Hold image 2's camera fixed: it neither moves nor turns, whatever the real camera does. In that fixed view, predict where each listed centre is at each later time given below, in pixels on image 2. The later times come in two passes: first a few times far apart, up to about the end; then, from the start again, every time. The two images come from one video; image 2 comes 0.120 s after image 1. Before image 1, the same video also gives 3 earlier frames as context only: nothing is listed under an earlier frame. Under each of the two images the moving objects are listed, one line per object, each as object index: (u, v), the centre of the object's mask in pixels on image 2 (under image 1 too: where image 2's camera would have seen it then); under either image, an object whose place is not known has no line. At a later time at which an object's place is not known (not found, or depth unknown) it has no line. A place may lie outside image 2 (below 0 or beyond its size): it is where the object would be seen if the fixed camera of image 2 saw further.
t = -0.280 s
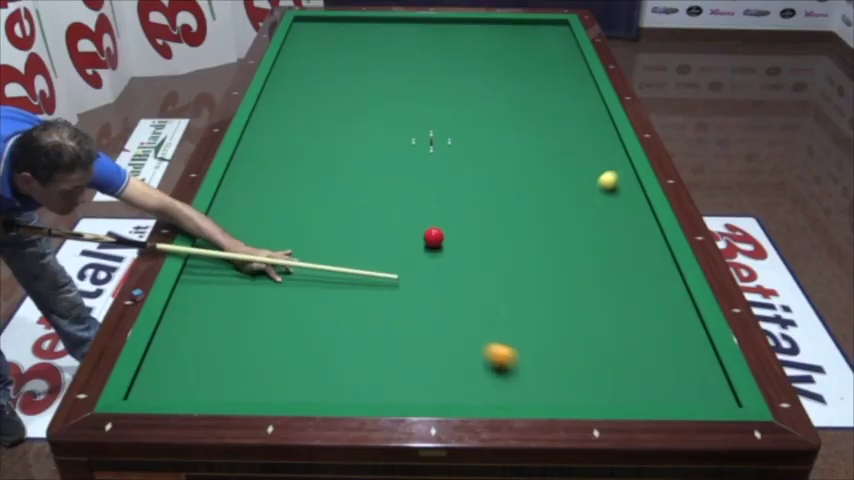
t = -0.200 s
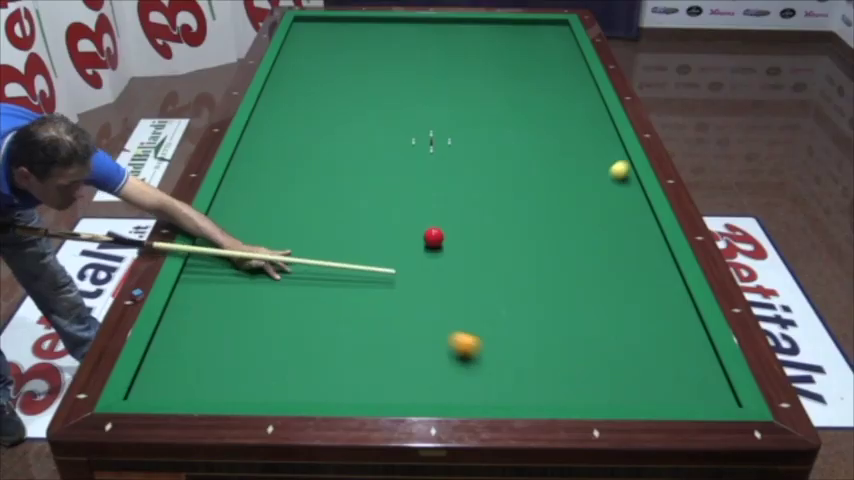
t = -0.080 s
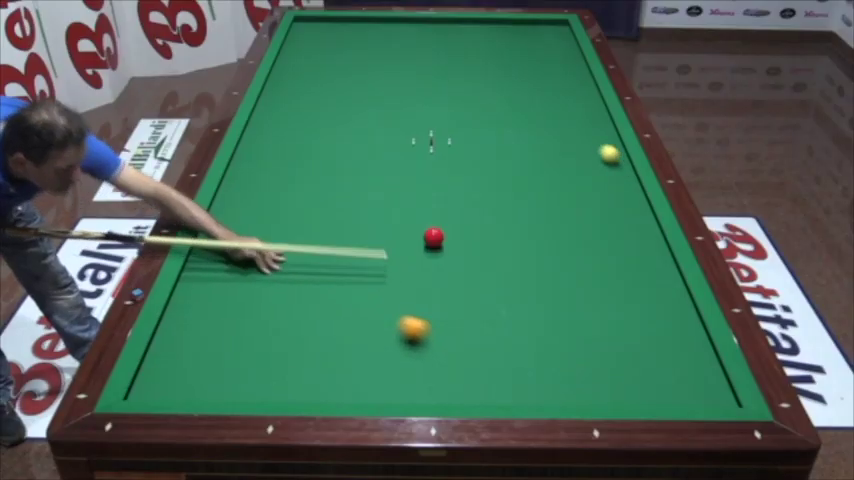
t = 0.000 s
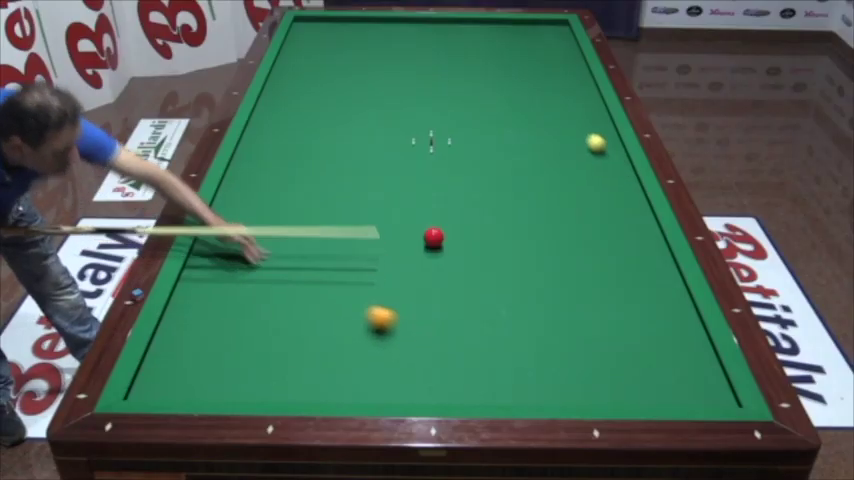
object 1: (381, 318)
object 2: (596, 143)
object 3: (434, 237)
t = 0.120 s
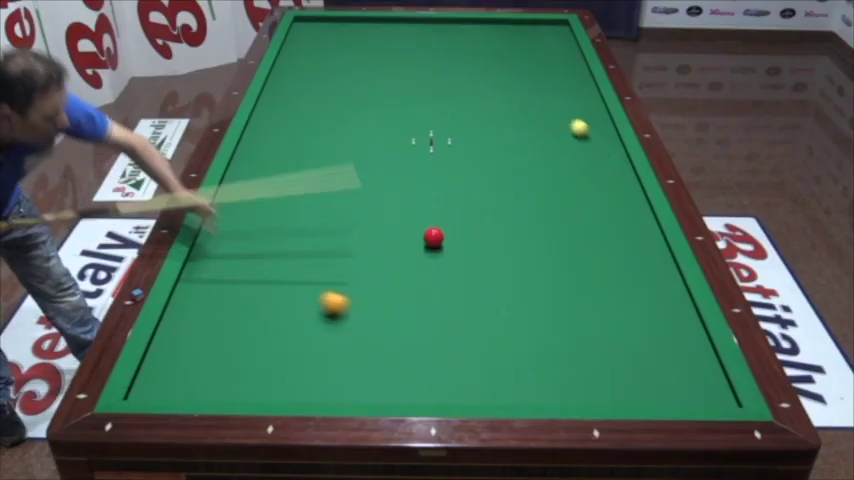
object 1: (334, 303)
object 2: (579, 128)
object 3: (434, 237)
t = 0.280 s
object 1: (275, 285)
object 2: (559, 110)
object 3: (434, 237)
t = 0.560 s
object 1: (208, 254)
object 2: (528, 82)
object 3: (434, 237)
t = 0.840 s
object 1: (282, 221)
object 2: (500, 57)
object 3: (434, 237)
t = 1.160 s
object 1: (344, 188)
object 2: (474, 33)
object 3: (434, 237)
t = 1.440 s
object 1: (391, 164)
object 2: (452, 22)
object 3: (434, 237)
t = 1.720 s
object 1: (433, 143)
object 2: (422, 33)
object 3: (434, 237)
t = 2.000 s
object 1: (471, 123)
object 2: (391, 42)
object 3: (434, 237)
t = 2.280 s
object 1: (504, 107)
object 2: (358, 53)
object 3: (434, 237)
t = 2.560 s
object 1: (534, 92)
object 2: (324, 64)
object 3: (434, 237)
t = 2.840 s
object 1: (561, 78)
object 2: (288, 75)
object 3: (434, 237)
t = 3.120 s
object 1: (579, 66)
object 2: (281, 87)
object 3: (434, 237)
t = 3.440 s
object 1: (558, 55)
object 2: (297, 101)
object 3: (434, 237)
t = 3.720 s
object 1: (543, 47)
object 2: (312, 114)
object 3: (434, 237)
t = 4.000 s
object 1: (529, 39)
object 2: (327, 128)
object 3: (434, 237)
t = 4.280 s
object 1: (515, 32)
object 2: (343, 143)
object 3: (434, 237)
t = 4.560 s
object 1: (502, 26)
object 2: (360, 157)
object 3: (434, 237)
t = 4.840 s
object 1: (492, 21)
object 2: (377, 173)
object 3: (434, 237)
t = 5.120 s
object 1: (487, 24)
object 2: (395, 189)
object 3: (434, 237)
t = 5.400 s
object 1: (483, 27)
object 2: (414, 206)
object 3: (434, 237)
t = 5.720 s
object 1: (477, 30)
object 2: (437, 223)
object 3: (433, 238)
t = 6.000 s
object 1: (473, 32)
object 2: (460, 232)
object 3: (430, 249)
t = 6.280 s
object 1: (469, 35)
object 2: (483, 238)
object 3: (427, 259)
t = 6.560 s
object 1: (465, 37)
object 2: (505, 243)
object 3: (424, 270)
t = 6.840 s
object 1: (461, 39)
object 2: (527, 249)
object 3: (422, 279)
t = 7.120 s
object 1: (458, 41)
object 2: (547, 254)
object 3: (419, 289)
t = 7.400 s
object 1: (456, 43)
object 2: (567, 259)
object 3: (417, 299)
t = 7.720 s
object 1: (453, 45)
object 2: (589, 265)
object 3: (414, 308)
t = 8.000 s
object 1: (451, 46)
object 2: (607, 270)
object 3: (413, 316)
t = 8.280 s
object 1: (448, 48)
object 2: (624, 274)
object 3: (412, 324)
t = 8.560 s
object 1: (447, 49)
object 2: (640, 278)
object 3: (410, 332)
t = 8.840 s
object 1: (446, 49)
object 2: (656, 282)
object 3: (409, 338)
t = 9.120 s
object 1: (446, 50)
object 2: (670, 286)
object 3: (409, 344)
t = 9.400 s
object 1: (445, 51)
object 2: (675, 289)
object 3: (408, 349)
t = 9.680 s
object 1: (445, 51)
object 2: (670, 291)
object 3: (408, 353)
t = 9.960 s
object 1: (445, 51)
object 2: (666, 292)
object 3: (407, 356)
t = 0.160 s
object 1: (319, 298)
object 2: (574, 123)
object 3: (434, 237)
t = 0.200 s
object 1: (304, 294)
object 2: (569, 118)
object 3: (434, 237)
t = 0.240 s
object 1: (290, 289)
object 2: (564, 114)
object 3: (434, 237)
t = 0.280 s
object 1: (275, 285)
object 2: (559, 110)
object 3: (434, 237)
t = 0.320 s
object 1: (261, 280)
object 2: (554, 105)
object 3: (434, 237)
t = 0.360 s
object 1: (247, 276)
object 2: (550, 101)
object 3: (434, 237)
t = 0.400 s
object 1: (234, 272)
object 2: (545, 97)
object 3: (434, 237)
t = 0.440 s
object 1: (220, 267)
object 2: (540, 93)
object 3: (434, 237)
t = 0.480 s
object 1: (208, 263)
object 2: (536, 89)
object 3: (434, 237)
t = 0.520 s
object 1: (197, 259)
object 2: (532, 85)
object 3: (434, 237)
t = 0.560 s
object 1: (208, 254)
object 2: (528, 82)
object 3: (434, 237)
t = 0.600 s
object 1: (222, 249)
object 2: (523, 78)
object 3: (434, 237)
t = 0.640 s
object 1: (234, 244)
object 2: (519, 74)
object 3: (434, 237)
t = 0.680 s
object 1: (245, 239)
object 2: (515, 71)
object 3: (434, 237)
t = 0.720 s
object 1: (255, 234)
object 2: (512, 67)
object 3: (434, 237)
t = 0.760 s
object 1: (264, 230)
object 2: (508, 64)
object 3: (434, 237)
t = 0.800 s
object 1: (273, 225)
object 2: (504, 60)
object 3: (434, 237)
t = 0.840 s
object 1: (282, 221)
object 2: (500, 57)
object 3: (434, 237)
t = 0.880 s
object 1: (290, 217)
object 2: (497, 54)
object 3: (434, 237)
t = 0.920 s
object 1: (298, 212)
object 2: (494, 51)
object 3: (434, 237)
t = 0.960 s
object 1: (306, 208)
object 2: (490, 48)
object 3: (434, 237)
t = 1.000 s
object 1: (314, 204)
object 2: (487, 45)
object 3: (434, 237)
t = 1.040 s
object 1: (322, 200)
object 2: (484, 42)
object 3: (434, 237)
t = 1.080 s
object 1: (329, 196)
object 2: (480, 39)
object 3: (434, 237)
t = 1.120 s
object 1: (336, 192)
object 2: (477, 36)
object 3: (434, 237)
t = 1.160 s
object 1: (344, 188)
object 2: (474, 33)
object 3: (434, 237)
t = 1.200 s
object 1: (351, 185)
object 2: (471, 31)
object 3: (434, 237)
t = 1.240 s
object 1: (358, 181)
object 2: (468, 28)
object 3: (434, 237)
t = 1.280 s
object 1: (365, 178)
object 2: (465, 25)
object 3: (434, 237)
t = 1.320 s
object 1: (372, 174)
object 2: (462, 23)
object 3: (434, 237)
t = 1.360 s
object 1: (379, 171)
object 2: (460, 20)
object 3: (434, 237)
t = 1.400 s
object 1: (385, 167)
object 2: (456, 20)
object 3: (434, 237)
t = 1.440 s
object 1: (391, 164)
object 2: (452, 22)
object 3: (434, 237)
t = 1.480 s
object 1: (397, 161)
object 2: (448, 24)
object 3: (434, 237)
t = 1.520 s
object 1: (404, 158)
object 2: (443, 26)
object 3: (434, 237)
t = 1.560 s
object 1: (410, 155)
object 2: (439, 27)
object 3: (434, 237)
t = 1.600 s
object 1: (416, 152)
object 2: (435, 29)
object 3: (434, 237)
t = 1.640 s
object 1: (422, 149)
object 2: (430, 30)
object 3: (434, 237)
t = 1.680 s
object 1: (428, 146)
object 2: (426, 31)
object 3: (434, 237)
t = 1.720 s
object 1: (433, 143)
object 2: (422, 33)
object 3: (434, 237)
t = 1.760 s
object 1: (439, 140)
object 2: (417, 34)
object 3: (434, 237)
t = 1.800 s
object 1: (444, 137)
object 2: (413, 36)
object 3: (434, 237)
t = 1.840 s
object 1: (450, 134)
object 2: (408, 37)
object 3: (434, 237)
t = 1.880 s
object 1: (455, 131)
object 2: (404, 38)
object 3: (434, 237)
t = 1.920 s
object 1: (460, 129)
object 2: (399, 40)
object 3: (434, 237)
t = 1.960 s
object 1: (466, 127)
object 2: (395, 41)
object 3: (434, 237)
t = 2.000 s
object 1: (471, 123)
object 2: (391, 42)
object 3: (434, 237)
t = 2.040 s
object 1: (475, 121)
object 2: (386, 44)
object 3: (434, 237)
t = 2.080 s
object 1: (480, 119)
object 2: (381, 45)
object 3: (434, 237)
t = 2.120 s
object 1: (485, 116)
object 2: (376, 47)
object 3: (434, 237)
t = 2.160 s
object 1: (490, 114)
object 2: (372, 48)
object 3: (434, 237)
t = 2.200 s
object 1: (495, 112)
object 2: (367, 50)
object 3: (434, 237)
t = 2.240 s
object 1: (500, 110)
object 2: (362, 51)
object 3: (434, 237)
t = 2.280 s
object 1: (504, 107)
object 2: (358, 53)
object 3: (434, 237)
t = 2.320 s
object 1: (509, 105)
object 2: (353, 54)
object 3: (434, 237)
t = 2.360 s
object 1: (513, 103)
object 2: (348, 56)
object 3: (434, 237)
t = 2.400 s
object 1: (517, 100)
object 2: (343, 57)
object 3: (434, 237)
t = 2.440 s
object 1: (522, 98)
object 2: (338, 59)
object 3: (434, 237)
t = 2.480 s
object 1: (526, 96)
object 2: (333, 60)
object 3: (434, 237)
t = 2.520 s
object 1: (530, 94)
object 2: (328, 62)
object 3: (434, 237)
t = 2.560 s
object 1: (534, 92)
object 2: (324, 64)
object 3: (434, 237)
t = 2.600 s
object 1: (539, 90)
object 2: (319, 65)
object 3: (434, 237)
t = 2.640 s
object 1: (542, 88)
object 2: (313, 66)
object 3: (434, 237)
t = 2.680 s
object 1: (546, 86)
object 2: (308, 68)
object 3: (434, 237)
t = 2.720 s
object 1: (550, 84)
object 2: (303, 70)
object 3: (434, 237)
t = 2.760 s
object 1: (554, 82)
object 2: (298, 71)
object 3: (434, 237)
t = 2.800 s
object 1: (558, 80)
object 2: (293, 73)
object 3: (434, 237)
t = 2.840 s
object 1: (561, 78)
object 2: (288, 75)
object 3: (434, 237)
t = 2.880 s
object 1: (565, 76)
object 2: (283, 76)
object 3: (434, 237)
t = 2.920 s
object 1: (568, 75)
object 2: (278, 78)
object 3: (434, 237)
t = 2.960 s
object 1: (572, 73)
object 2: (273, 80)
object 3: (434, 237)
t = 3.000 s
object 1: (576, 71)
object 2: (274, 81)
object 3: (434, 237)
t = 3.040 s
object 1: (579, 69)
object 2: (277, 83)
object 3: (434, 237)
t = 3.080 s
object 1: (582, 67)
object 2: (279, 85)
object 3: (434, 237)
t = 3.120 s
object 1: (579, 66)
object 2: (281, 87)
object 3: (434, 237)
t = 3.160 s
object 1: (576, 64)
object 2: (283, 88)
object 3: (434, 237)
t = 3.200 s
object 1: (573, 63)
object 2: (285, 90)
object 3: (434, 237)
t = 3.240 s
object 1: (570, 62)
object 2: (287, 92)
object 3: (434, 237)
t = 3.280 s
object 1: (568, 60)
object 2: (289, 94)
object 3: (434, 237)
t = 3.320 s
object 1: (566, 59)
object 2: (291, 95)
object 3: (434, 237)
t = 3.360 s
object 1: (563, 58)
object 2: (293, 97)
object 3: (434, 237)
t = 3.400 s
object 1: (561, 57)
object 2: (295, 99)
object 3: (434, 237)
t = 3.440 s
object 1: (558, 55)
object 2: (297, 101)
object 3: (434, 237)
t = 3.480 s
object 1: (556, 54)
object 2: (299, 103)
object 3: (434, 237)
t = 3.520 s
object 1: (554, 53)
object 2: (301, 105)
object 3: (434, 237)
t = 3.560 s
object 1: (552, 52)
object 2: (303, 107)
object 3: (434, 237)
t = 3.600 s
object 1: (550, 51)
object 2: (305, 109)
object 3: (434, 237)
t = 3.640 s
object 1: (547, 50)
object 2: (307, 110)
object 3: (434, 237)
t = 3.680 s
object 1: (545, 48)
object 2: (309, 112)
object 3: (434, 237)
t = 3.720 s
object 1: (543, 47)
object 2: (312, 114)
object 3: (434, 237)
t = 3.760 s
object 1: (541, 46)
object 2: (314, 116)
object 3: (434, 237)
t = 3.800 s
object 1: (539, 45)
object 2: (316, 118)
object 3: (434, 237)
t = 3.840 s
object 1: (537, 44)
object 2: (318, 120)
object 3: (434, 237)
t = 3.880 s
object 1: (535, 43)
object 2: (320, 122)
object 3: (434, 237)
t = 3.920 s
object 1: (533, 41)
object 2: (323, 124)
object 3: (434, 237)
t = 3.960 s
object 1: (531, 40)
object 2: (325, 126)
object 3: (434, 237)
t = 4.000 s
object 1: (529, 39)
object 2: (327, 128)
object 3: (434, 237)
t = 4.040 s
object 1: (526, 38)
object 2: (329, 130)
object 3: (434, 237)
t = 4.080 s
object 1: (524, 37)
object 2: (331, 132)
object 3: (434, 237)
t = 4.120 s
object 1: (522, 36)
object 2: (334, 134)
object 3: (434, 237)
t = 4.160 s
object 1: (521, 35)
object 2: (336, 136)
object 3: (434, 237)
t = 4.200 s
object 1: (519, 34)
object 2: (338, 138)
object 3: (434, 237)
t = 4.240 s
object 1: (517, 33)
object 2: (341, 140)
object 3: (434, 237)
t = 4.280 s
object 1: (515, 32)
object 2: (343, 143)
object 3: (434, 237)
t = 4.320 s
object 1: (513, 31)
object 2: (345, 145)
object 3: (434, 237)
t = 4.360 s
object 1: (511, 31)
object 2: (348, 147)
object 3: (434, 237)
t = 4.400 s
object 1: (509, 29)
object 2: (350, 149)
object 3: (434, 237)
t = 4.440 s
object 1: (508, 28)
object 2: (353, 151)
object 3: (434, 237)
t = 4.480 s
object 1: (506, 28)
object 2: (355, 153)
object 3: (434, 237)
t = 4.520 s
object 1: (504, 27)
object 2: (357, 155)
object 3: (434, 237)
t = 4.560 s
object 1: (502, 26)
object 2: (360, 157)
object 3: (434, 237)
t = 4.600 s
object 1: (501, 25)
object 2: (362, 160)
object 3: (434, 237)
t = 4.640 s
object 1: (499, 24)
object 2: (365, 162)
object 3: (434, 237)
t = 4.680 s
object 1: (498, 23)
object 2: (367, 164)
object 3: (434, 237)
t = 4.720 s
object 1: (496, 22)
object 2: (370, 166)
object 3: (434, 237)
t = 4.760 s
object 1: (494, 22)
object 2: (372, 168)
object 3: (434, 237)
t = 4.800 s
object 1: (493, 21)
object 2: (375, 171)
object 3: (434, 237)
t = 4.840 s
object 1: (492, 21)
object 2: (377, 173)
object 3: (434, 237)
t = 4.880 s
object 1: (491, 22)
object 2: (380, 175)
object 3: (434, 237)
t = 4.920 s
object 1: (490, 22)
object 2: (382, 178)
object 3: (434, 237)
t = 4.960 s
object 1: (490, 22)
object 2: (385, 180)
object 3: (434, 237)
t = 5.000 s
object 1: (489, 23)
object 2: (388, 182)
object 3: (434, 237)
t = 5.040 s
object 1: (488, 23)
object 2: (390, 184)
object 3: (434, 237)
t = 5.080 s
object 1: (488, 24)
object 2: (393, 187)
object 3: (434, 237)
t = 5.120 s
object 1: (487, 24)
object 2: (395, 189)
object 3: (434, 237)
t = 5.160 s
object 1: (486, 25)
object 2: (398, 191)
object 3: (434, 237)
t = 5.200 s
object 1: (486, 25)
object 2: (401, 194)
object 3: (434, 237)
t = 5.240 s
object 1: (485, 25)
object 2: (403, 196)
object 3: (434, 237)
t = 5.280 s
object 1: (485, 26)
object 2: (406, 199)
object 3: (434, 237)
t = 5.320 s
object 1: (484, 26)
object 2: (408, 202)
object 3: (434, 237)
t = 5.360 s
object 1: (483, 26)
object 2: (412, 204)
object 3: (434, 237)
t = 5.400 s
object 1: (483, 27)
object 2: (414, 206)
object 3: (434, 237)
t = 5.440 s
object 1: (482, 27)
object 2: (417, 209)
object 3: (434, 237)
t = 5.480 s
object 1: (481, 27)
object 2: (420, 212)
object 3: (434, 237)
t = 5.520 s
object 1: (480, 28)
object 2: (422, 214)
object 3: (434, 237)
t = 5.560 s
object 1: (480, 28)
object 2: (425, 216)
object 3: (434, 237)
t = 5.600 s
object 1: (479, 29)
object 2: (428, 218)
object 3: (434, 237)
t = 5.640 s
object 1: (478, 29)
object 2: (431, 220)
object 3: (434, 237)
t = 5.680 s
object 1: (478, 29)
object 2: (433, 222)
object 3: (434, 237)
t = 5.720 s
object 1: (477, 30)
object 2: (437, 223)
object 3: (433, 238)
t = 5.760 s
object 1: (477, 30)
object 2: (441, 225)
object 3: (433, 240)
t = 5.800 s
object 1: (476, 30)
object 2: (444, 227)
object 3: (433, 241)
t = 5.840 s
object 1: (475, 31)
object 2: (447, 228)
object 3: (432, 243)
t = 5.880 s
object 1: (475, 31)
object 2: (450, 229)
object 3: (432, 244)
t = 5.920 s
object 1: (474, 31)
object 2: (454, 230)
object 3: (431, 246)
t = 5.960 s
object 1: (473, 32)
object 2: (457, 231)
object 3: (431, 247)
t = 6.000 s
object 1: (473, 32)
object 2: (460, 232)
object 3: (430, 249)
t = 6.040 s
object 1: (472, 33)
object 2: (463, 233)
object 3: (430, 250)
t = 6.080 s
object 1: (472, 33)
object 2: (467, 234)
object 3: (429, 251)
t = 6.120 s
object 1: (472, 33)
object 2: (470, 235)
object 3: (429, 253)
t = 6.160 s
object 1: (471, 34)
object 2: (473, 235)
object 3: (429, 255)
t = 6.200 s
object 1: (470, 34)
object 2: (477, 236)
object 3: (428, 256)
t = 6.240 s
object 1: (470, 34)
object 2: (480, 237)
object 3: (428, 258)
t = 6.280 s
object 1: (469, 35)
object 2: (483, 238)
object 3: (427, 259)
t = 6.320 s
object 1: (468, 35)
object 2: (486, 239)
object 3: (426, 261)
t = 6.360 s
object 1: (468, 35)
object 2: (489, 240)
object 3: (426, 262)
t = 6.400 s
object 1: (467, 36)
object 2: (492, 240)
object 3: (426, 264)
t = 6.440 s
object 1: (467, 36)
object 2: (496, 241)
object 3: (425, 265)
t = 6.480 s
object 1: (466, 37)
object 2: (499, 242)
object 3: (425, 267)
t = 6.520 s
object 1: (466, 37)
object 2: (502, 243)
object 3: (425, 268)
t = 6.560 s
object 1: (465, 37)
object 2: (505, 243)
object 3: (424, 270)
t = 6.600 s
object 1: (465, 38)
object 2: (508, 244)
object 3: (424, 271)
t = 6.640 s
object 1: (464, 38)
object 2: (511, 245)
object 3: (424, 273)
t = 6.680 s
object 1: (464, 38)
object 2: (514, 246)
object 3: (423, 274)
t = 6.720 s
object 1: (463, 38)
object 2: (517, 246)
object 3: (423, 275)
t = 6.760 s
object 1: (463, 39)
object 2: (520, 247)
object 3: (422, 276)
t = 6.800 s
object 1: (462, 39)
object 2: (523, 248)
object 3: (422, 278)
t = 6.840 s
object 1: (461, 39)
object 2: (527, 249)
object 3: (422, 279)
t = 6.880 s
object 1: (461, 40)
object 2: (530, 249)
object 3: (421, 281)
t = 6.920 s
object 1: (461, 40)
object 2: (532, 250)
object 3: (421, 282)
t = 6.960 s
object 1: (460, 40)
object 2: (536, 251)
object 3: (421, 284)
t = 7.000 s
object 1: (460, 40)
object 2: (538, 252)
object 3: (420, 285)
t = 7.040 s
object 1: (459, 41)
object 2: (542, 252)
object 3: (420, 286)
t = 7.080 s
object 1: (459, 41)
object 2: (545, 254)
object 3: (420, 288)
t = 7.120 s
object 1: (458, 41)
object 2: (547, 254)
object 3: (419, 289)
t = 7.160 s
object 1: (458, 42)
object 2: (550, 255)
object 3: (419, 291)
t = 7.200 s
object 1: (458, 42)
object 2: (553, 256)
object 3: (418, 292)
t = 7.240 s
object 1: (457, 42)
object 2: (556, 256)
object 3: (418, 293)
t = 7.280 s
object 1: (457, 42)
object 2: (559, 257)
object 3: (418, 294)
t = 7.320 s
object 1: (456, 43)
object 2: (562, 258)
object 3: (417, 296)
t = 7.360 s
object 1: (456, 43)
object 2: (564, 259)
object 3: (417, 297)
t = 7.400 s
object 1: (456, 43)
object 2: (567, 259)
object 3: (417, 299)
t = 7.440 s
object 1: (455, 44)
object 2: (570, 260)
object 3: (417, 300)
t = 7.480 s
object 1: (455, 44)
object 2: (573, 261)
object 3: (416, 301)
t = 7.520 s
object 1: (454, 44)
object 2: (576, 262)
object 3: (416, 302)
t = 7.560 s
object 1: (454, 44)
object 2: (579, 262)
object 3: (415, 303)
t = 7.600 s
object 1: (454, 44)
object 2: (581, 263)
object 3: (415, 305)
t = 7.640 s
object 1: (453, 45)
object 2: (584, 264)
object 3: (415, 306)
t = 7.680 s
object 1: (453, 45)
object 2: (586, 265)
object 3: (415, 307)
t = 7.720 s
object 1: (453, 45)
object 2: (589, 265)
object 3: (414, 308)
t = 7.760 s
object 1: (453, 45)
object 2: (592, 266)
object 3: (414, 310)
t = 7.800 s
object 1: (452, 45)
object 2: (595, 266)
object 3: (414, 310)
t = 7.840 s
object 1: (452, 46)
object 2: (597, 267)
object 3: (414, 312)
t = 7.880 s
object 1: (452, 46)
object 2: (600, 268)
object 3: (414, 313)
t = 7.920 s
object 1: (451, 46)
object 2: (602, 268)
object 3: (413, 314)
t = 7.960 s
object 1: (451, 46)
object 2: (605, 269)
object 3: (413, 315)
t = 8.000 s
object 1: (451, 46)
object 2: (607, 270)
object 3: (413, 316)
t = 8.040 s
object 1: (450, 47)
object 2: (610, 270)
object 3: (413, 318)
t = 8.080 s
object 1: (450, 47)
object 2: (612, 271)
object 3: (413, 319)
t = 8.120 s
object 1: (450, 47)
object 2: (615, 272)
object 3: (412, 320)
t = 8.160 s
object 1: (449, 47)
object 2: (617, 272)
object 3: (412, 321)
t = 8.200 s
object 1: (449, 47)
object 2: (619, 273)
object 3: (412, 322)
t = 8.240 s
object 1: (449, 47)
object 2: (622, 274)
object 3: (412, 323)
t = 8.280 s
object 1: (448, 48)
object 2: (624, 274)
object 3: (412, 324)
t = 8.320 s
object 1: (448, 48)
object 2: (626, 275)
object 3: (411, 325)
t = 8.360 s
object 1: (448, 48)
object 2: (629, 275)
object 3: (411, 326)
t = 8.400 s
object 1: (448, 48)
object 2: (631, 276)
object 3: (411, 327)
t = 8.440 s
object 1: (447, 48)
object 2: (634, 277)
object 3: (410, 328)
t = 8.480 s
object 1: (447, 48)
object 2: (636, 277)
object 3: (410, 329)
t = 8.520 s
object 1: (447, 48)
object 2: (638, 278)
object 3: (410, 331)
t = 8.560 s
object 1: (447, 49)
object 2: (640, 278)
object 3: (410, 332)
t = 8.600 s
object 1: (447, 49)
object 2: (643, 279)
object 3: (410, 332)
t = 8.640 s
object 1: (447, 49)
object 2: (645, 280)
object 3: (409, 334)
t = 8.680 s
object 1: (446, 49)
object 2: (647, 280)
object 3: (410, 334)
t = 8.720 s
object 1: (446, 49)
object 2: (649, 281)
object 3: (409, 335)
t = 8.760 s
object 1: (446, 49)
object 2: (651, 281)
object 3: (409, 336)
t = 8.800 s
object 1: (446, 49)
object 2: (653, 282)
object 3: (409, 337)
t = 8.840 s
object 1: (446, 49)
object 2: (656, 282)
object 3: (409, 338)
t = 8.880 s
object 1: (446, 50)
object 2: (658, 283)
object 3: (409, 339)
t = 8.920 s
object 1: (446, 50)
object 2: (660, 283)
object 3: (409, 340)
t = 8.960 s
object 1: (446, 50)
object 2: (662, 284)
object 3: (409, 341)
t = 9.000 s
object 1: (446, 50)
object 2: (664, 284)
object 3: (409, 341)
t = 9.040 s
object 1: (446, 50)
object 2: (666, 285)
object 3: (409, 342)
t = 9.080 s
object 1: (445, 50)
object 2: (668, 285)
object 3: (409, 343)
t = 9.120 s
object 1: (446, 50)
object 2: (670, 286)
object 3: (409, 344)
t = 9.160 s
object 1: (445, 50)
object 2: (672, 286)
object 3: (409, 344)
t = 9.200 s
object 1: (445, 50)
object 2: (674, 287)
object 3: (409, 345)
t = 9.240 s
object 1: (445, 50)
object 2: (675, 287)
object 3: (409, 346)
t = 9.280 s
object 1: (445, 51)
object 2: (677, 288)
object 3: (408, 347)
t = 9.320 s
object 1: (445, 51)
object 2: (676, 288)
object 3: (408, 347)
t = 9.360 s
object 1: (445, 51)
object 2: (676, 289)
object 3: (408, 348)
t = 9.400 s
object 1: (445, 51)
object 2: (675, 289)
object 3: (408, 349)
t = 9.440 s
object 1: (445, 51)
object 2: (674, 289)
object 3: (408, 349)
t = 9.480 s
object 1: (445, 51)
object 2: (674, 289)
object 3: (408, 350)
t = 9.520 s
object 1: (445, 51)
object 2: (673, 290)
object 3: (408, 351)
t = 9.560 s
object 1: (445, 51)
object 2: (673, 290)
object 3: (408, 351)
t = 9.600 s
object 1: (445, 51)
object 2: (672, 290)
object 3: (408, 352)
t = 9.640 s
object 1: (445, 51)
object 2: (671, 291)
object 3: (408, 352)
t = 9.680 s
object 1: (445, 51)
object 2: (670, 291)
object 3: (408, 353)
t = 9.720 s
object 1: (445, 51)
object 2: (670, 291)
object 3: (407, 353)
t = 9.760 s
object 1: (445, 51)
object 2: (669, 291)
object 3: (407, 354)
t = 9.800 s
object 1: (445, 51)
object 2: (668, 292)
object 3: (407, 354)
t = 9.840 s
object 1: (445, 51)
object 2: (668, 292)
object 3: (407, 354)
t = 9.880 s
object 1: (445, 51)
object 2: (667, 292)
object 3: (407, 355)
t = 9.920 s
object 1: (445, 51)
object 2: (667, 292)
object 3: (407, 355)
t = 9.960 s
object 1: (445, 51)
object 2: (666, 292)
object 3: (407, 356)
